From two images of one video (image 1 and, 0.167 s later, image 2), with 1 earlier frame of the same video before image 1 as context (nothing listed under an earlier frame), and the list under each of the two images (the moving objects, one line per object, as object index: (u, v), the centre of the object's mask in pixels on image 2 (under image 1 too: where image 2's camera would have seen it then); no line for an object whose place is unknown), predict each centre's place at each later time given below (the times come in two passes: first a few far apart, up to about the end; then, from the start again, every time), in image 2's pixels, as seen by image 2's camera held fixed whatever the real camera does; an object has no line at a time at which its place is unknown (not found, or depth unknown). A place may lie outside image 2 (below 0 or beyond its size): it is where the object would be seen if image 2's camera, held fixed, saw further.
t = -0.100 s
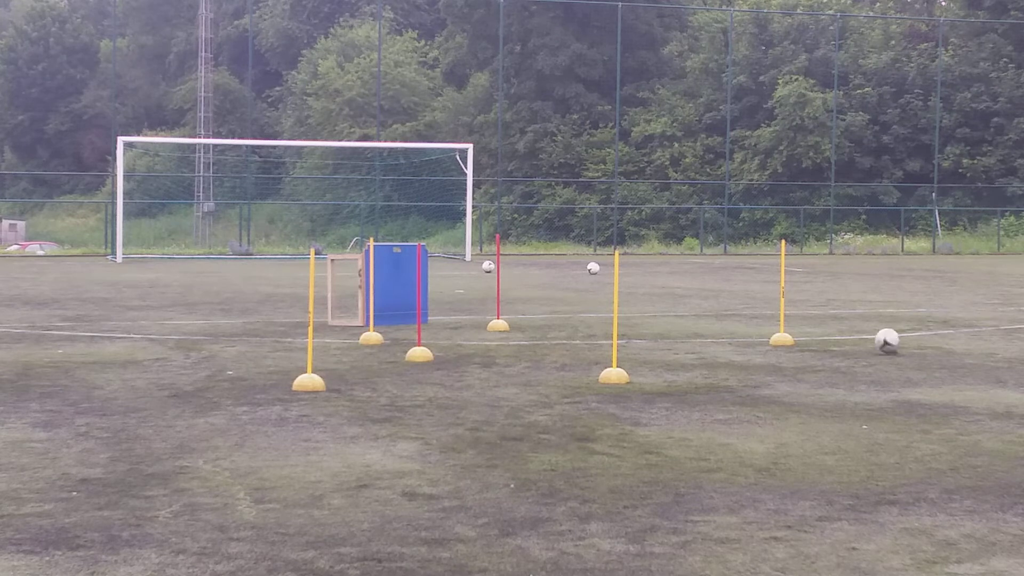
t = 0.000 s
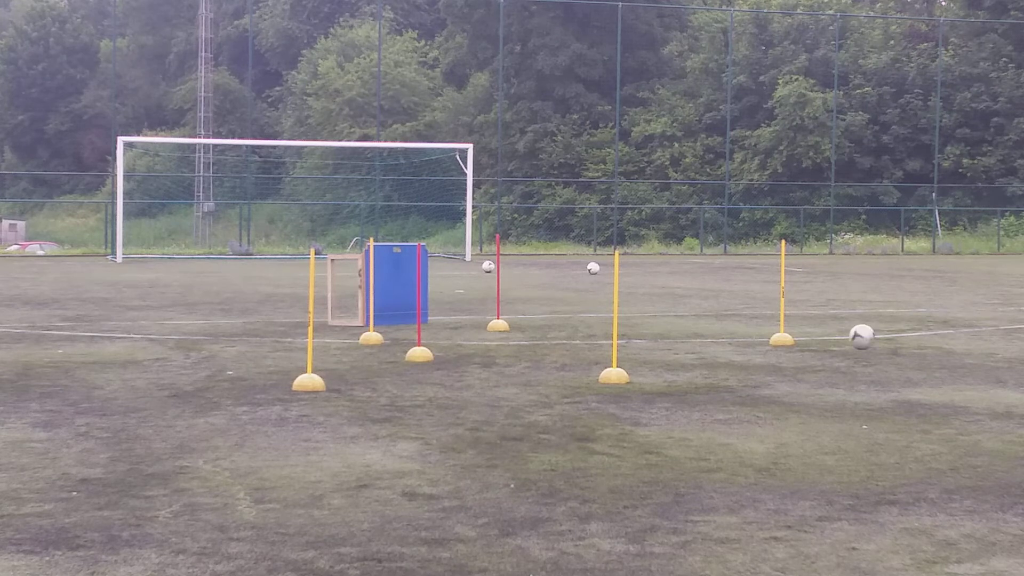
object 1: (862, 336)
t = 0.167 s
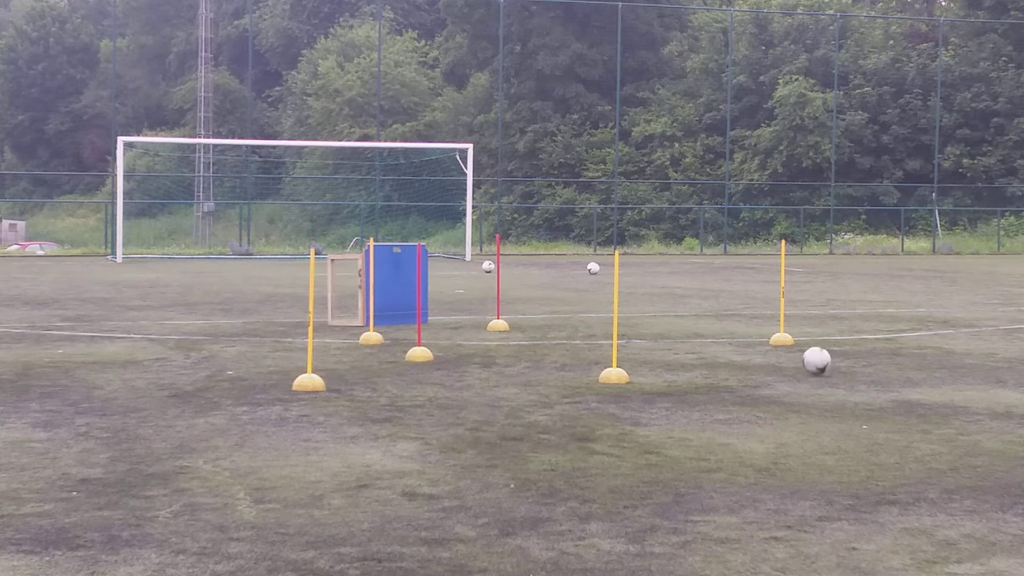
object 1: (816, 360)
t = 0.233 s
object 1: (802, 362)
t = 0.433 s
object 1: (756, 380)
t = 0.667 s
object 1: (692, 404)
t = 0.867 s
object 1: (632, 425)
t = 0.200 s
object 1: (809, 363)
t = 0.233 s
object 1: (802, 362)
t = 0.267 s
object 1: (794, 363)
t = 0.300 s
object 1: (787, 366)
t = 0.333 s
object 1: (779, 369)
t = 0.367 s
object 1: (772, 376)
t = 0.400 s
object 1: (764, 382)
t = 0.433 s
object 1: (756, 380)
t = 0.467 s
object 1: (747, 380)
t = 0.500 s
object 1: (738, 382)
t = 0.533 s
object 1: (729, 385)
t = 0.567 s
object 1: (720, 391)
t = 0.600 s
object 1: (710, 398)
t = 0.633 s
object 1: (701, 402)
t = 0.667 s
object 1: (692, 404)
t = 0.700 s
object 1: (683, 408)
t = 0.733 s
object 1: (674, 415)
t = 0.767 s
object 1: (663, 418)
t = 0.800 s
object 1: (654, 418)
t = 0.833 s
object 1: (643, 420)
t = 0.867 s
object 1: (632, 425)
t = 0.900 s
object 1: (621, 433)
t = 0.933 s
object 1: (610, 439)
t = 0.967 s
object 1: (599, 438)
